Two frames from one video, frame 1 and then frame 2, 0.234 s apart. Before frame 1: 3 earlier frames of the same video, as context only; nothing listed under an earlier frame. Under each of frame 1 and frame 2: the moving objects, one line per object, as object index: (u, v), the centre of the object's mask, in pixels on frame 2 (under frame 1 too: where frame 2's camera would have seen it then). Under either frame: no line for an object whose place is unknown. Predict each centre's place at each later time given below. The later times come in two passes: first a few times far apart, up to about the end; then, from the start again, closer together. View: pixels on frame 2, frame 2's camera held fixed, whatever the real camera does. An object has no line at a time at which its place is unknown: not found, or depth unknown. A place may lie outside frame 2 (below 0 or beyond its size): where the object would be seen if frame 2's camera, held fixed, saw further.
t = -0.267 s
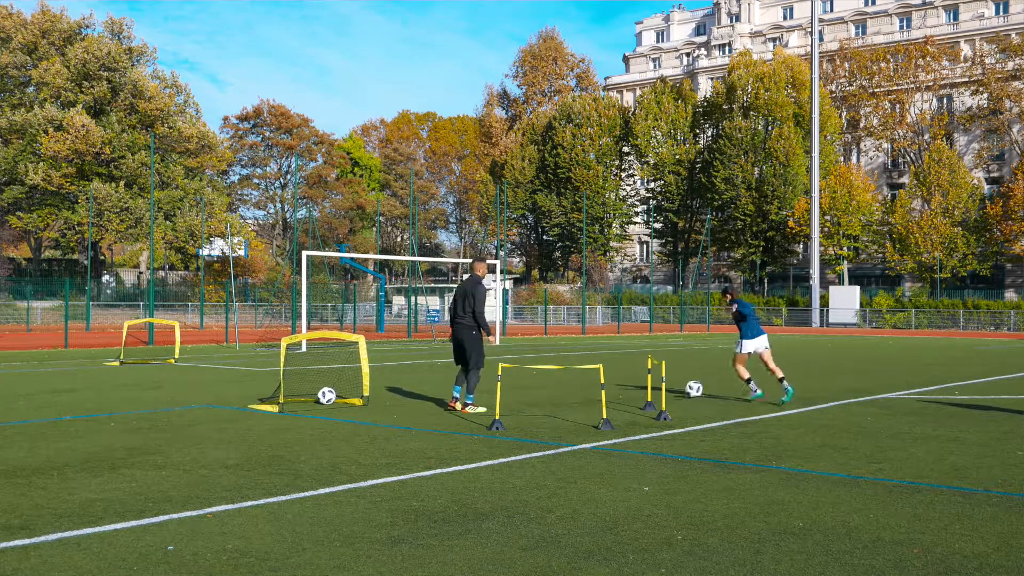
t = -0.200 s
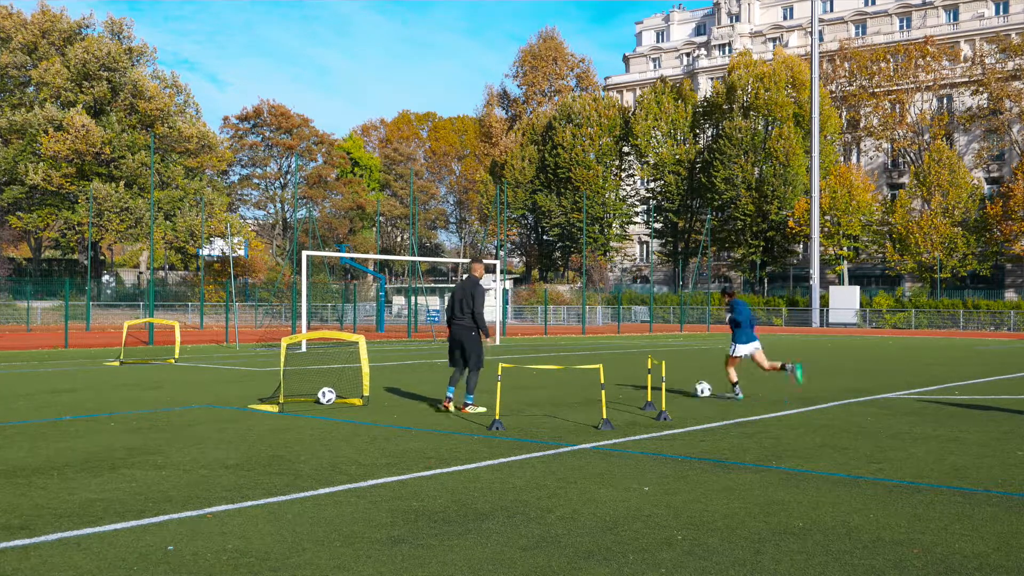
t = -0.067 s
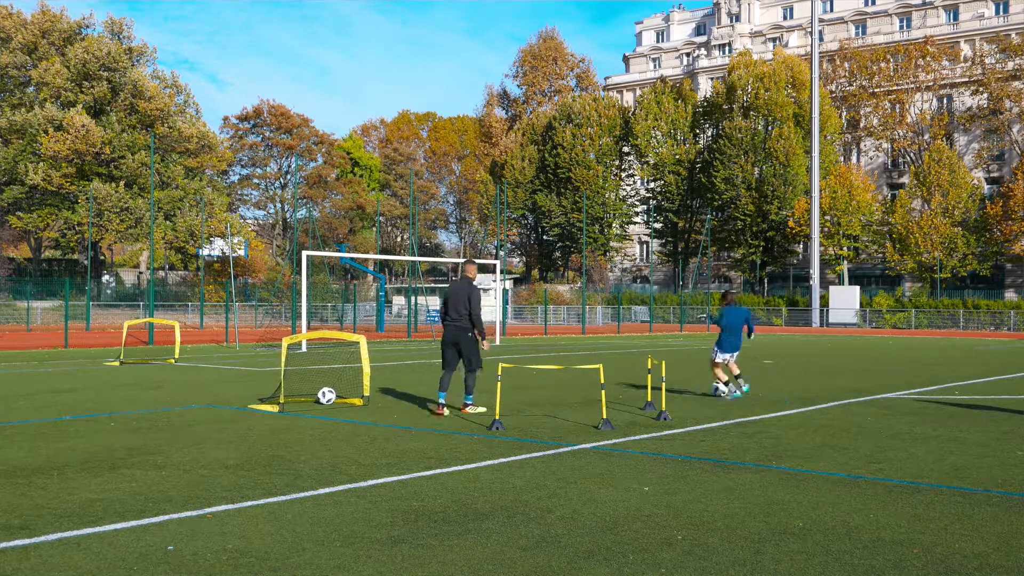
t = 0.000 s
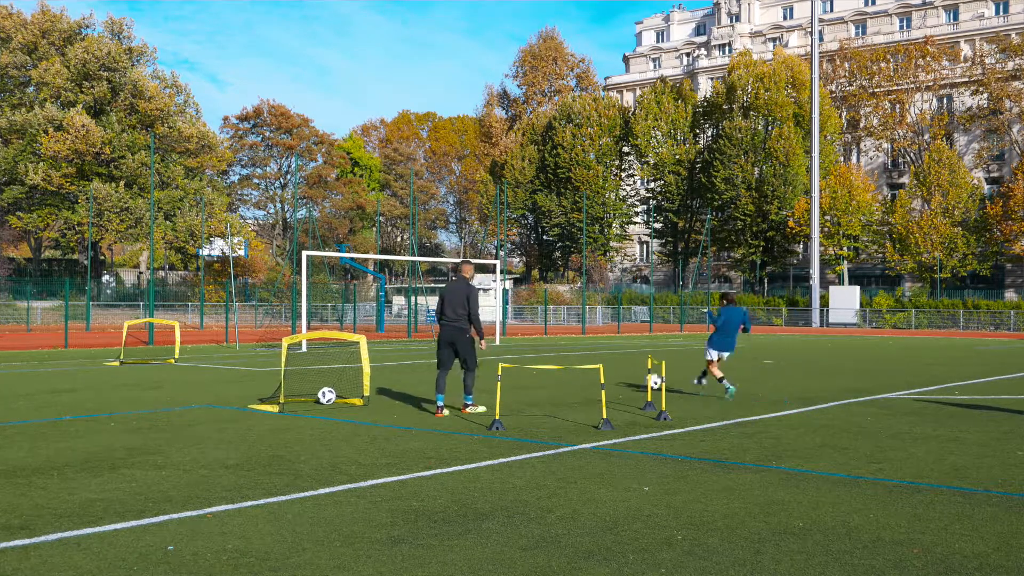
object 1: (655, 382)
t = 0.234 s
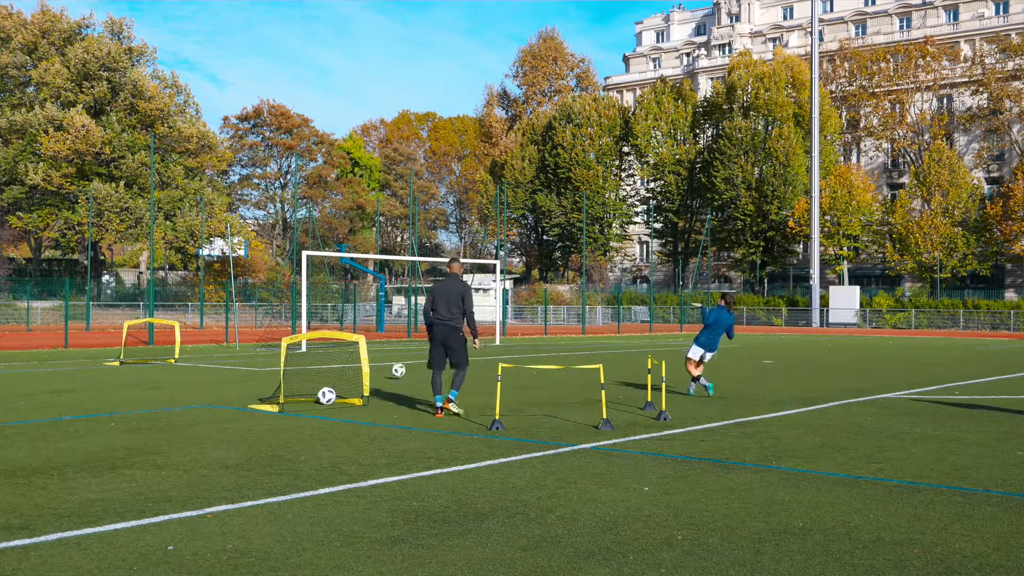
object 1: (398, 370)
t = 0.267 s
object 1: (373, 367)
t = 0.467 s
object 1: (229, 364)
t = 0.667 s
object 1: (128, 359)
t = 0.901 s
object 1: (108, 353)
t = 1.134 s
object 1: (114, 355)
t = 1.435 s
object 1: (117, 354)
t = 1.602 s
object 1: (115, 355)
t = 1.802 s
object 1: (113, 355)
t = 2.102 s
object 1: (111, 355)
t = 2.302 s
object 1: (111, 355)
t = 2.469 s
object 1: (111, 355)
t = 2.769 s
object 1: (111, 355)
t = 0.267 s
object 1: (373, 367)
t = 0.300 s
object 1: (344, 366)
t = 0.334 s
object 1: (318, 366)
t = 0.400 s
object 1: (270, 367)
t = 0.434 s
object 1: (249, 365)
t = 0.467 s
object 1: (229, 364)
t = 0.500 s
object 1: (209, 363)
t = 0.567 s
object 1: (174, 362)
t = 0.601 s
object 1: (158, 359)
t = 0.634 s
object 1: (143, 359)
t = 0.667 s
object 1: (128, 359)
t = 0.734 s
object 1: (104, 356)
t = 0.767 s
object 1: (104, 355)
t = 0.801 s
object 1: (104, 354)
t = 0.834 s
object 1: (106, 354)
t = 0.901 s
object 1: (108, 353)
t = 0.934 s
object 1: (109, 354)
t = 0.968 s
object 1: (110, 355)
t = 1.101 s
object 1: (114, 355)
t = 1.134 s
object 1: (114, 355)
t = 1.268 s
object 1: (116, 355)
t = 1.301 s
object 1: (116, 355)
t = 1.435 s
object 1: (117, 354)
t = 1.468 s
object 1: (117, 354)
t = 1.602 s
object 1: (115, 355)
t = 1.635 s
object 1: (114, 355)
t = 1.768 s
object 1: (113, 355)
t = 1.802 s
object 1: (113, 355)
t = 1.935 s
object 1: (112, 355)
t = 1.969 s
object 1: (112, 355)
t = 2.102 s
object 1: (111, 355)
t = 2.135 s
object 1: (111, 355)
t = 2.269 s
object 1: (111, 355)
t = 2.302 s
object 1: (111, 355)
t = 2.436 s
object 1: (111, 355)
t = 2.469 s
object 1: (111, 355)
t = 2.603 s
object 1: (111, 355)
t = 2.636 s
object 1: (111, 355)
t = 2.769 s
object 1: (111, 355)
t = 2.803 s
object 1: (111, 355)
